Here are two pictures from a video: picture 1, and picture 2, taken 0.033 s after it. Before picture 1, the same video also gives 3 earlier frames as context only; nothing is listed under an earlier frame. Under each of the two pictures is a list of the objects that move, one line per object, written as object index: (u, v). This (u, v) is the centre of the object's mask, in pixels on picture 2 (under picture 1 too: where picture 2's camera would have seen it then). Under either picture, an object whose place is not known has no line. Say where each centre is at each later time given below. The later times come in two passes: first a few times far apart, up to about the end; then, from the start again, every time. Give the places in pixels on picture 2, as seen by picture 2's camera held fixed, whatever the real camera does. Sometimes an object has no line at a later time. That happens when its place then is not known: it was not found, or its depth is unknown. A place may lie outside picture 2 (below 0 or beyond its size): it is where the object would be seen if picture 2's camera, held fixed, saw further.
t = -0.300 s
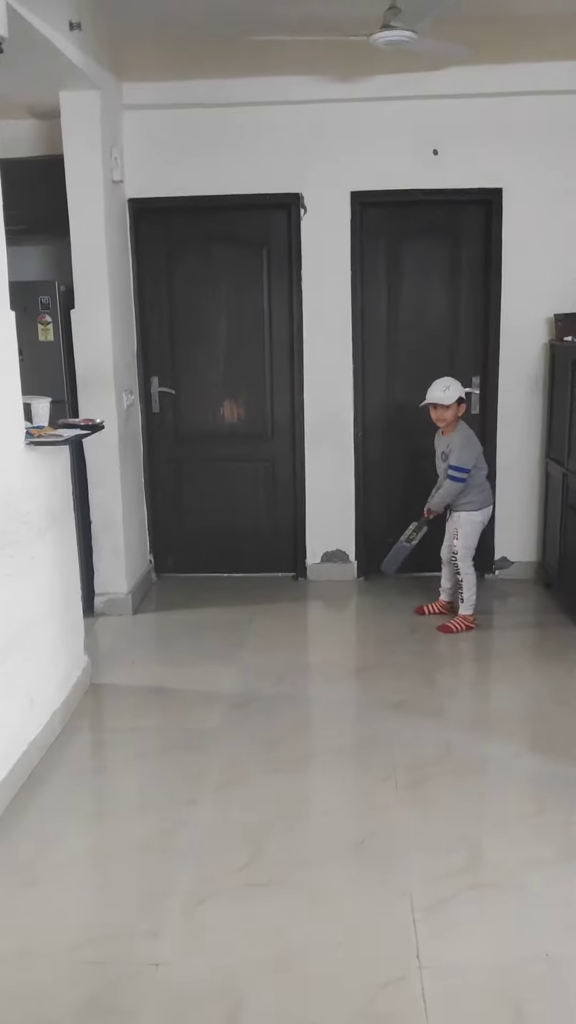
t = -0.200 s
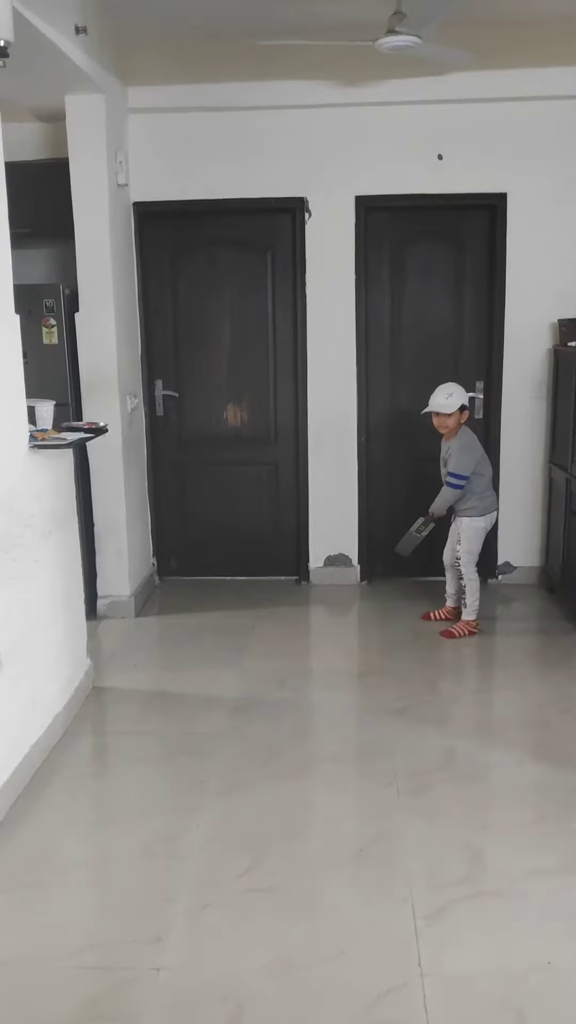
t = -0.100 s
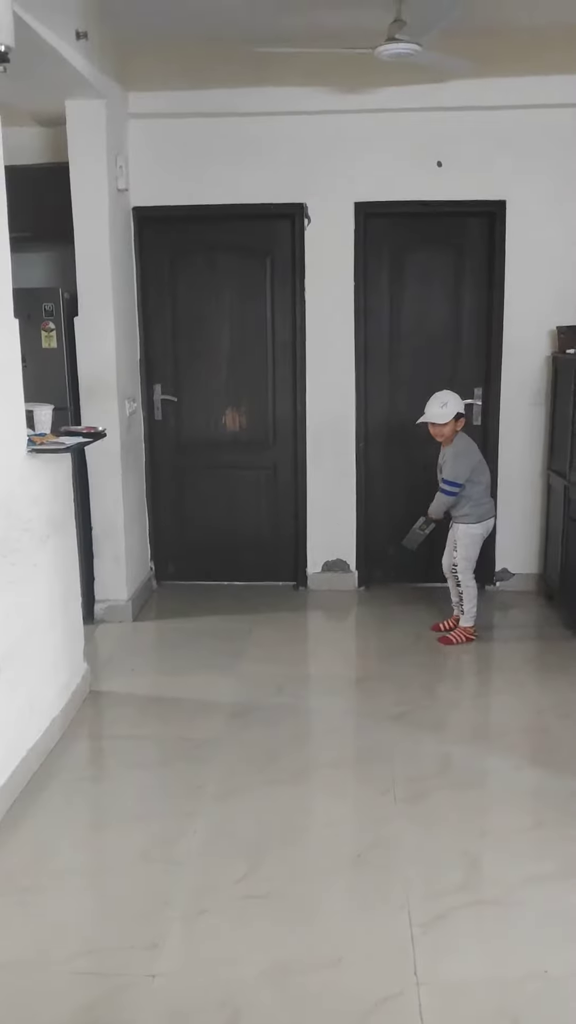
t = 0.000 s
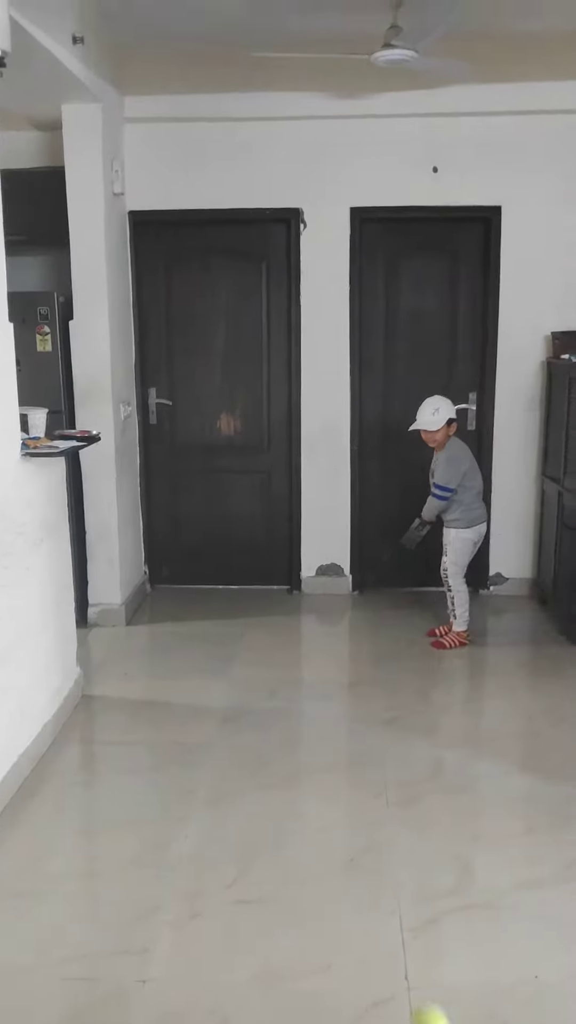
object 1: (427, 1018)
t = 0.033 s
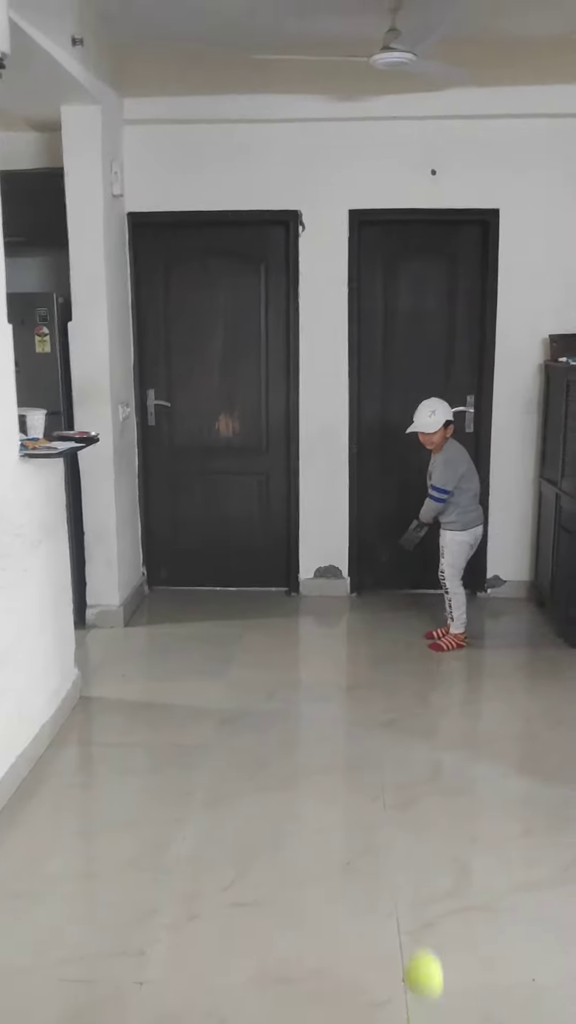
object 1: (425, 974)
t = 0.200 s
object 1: (412, 813)
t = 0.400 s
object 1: (400, 811)
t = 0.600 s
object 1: (389, 694)
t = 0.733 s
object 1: (383, 662)
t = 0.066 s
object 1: (422, 925)
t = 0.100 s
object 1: (420, 885)
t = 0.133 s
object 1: (417, 854)
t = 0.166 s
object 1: (415, 830)
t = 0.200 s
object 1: (412, 813)
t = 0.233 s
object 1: (409, 802)
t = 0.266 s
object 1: (407, 797)
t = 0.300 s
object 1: (405, 794)
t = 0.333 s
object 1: (403, 796)
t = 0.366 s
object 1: (402, 802)
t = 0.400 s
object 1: (400, 811)
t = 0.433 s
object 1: (399, 819)
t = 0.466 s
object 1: (396, 789)
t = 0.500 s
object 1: (394, 759)
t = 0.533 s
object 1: (393, 732)
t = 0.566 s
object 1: (391, 711)
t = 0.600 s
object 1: (389, 694)
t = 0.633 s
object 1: (388, 681)
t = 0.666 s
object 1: (386, 671)
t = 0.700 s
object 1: (385, 665)
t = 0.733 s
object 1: (383, 662)
